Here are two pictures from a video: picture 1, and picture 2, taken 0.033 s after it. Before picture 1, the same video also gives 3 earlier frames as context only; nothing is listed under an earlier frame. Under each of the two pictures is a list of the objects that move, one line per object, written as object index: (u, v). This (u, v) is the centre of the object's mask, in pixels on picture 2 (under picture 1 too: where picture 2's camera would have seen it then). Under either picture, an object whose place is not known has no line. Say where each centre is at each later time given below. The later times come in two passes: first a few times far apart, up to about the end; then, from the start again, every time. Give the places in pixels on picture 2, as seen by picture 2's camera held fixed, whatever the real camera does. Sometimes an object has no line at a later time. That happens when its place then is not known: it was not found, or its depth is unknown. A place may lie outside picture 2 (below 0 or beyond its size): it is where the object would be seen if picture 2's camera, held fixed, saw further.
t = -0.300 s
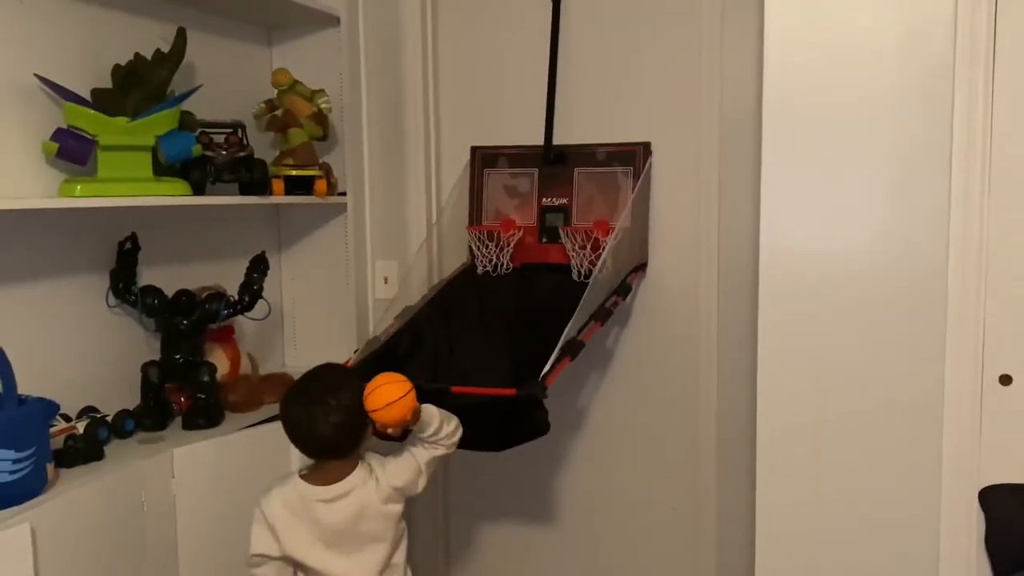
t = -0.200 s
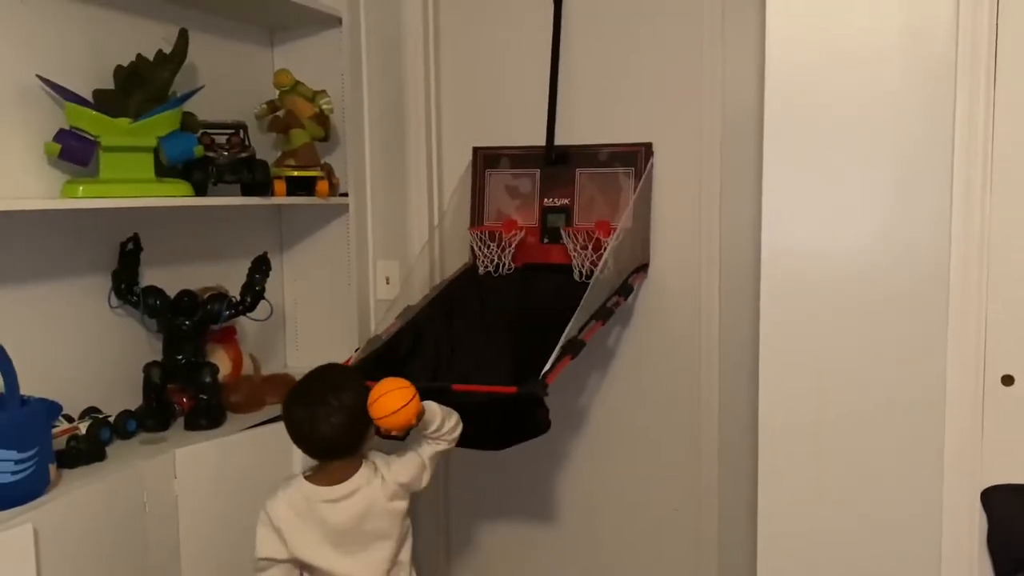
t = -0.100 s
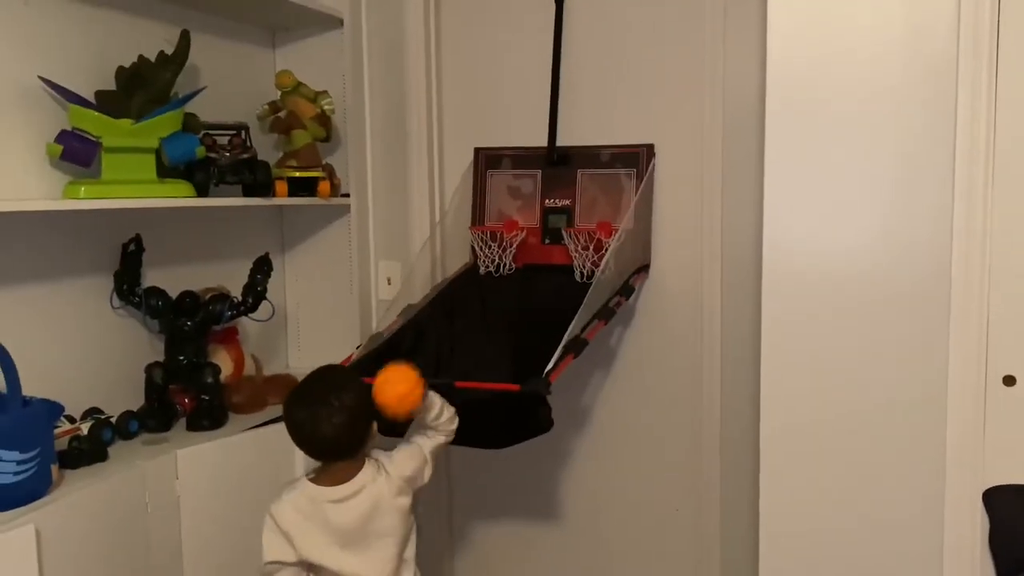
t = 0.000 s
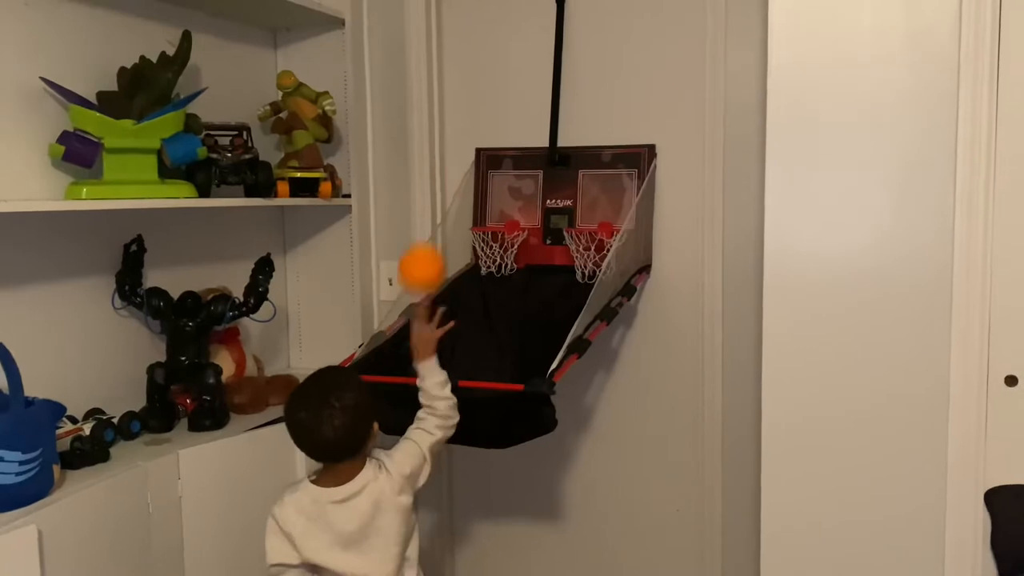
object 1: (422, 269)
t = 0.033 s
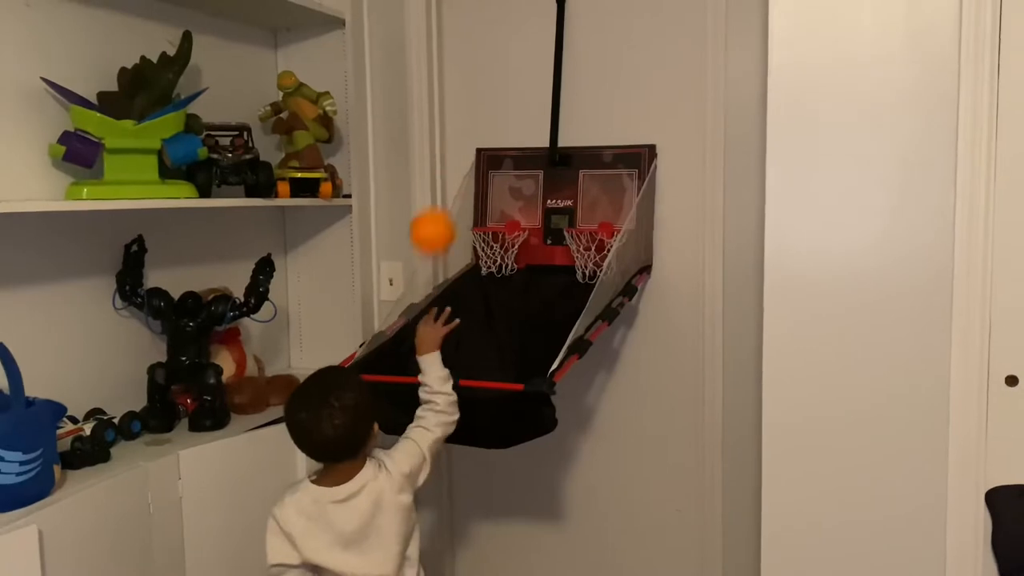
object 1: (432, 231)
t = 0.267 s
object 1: (488, 145)
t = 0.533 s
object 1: (502, 192)
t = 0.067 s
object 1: (441, 201)
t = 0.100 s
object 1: (450, 178)
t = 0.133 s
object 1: (459, 161)
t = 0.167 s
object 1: (466, 150)
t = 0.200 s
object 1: (475, 144)
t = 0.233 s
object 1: (481, 142)
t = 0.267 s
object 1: (488, 145)
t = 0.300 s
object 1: (496, 153)
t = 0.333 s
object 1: (501, 162)
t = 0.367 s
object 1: (508, 176)
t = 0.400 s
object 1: (514, 195)
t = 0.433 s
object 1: (519, 212)
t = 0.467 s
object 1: (514, 207)
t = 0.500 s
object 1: (509, 197)
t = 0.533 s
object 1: (502, 192)
